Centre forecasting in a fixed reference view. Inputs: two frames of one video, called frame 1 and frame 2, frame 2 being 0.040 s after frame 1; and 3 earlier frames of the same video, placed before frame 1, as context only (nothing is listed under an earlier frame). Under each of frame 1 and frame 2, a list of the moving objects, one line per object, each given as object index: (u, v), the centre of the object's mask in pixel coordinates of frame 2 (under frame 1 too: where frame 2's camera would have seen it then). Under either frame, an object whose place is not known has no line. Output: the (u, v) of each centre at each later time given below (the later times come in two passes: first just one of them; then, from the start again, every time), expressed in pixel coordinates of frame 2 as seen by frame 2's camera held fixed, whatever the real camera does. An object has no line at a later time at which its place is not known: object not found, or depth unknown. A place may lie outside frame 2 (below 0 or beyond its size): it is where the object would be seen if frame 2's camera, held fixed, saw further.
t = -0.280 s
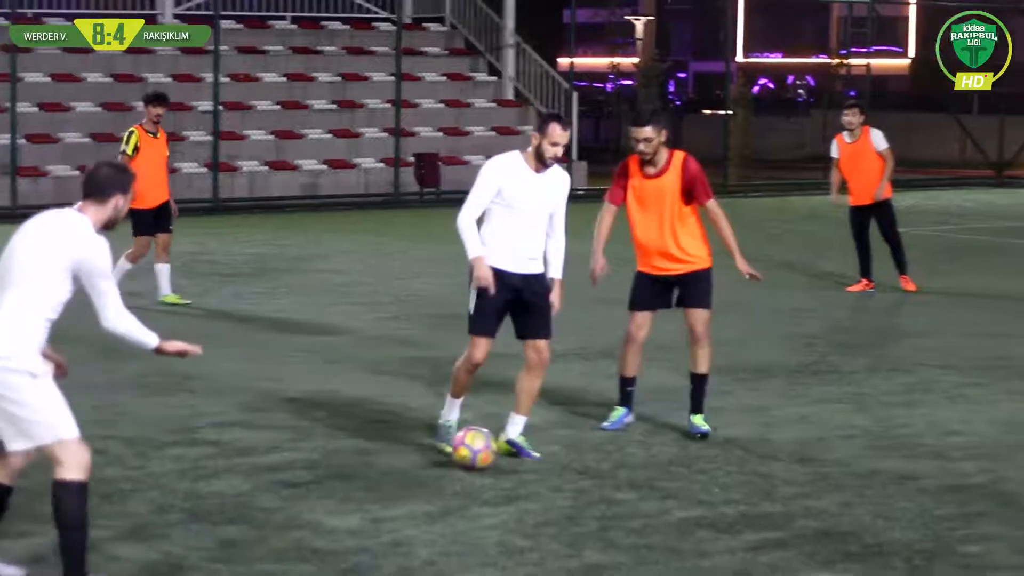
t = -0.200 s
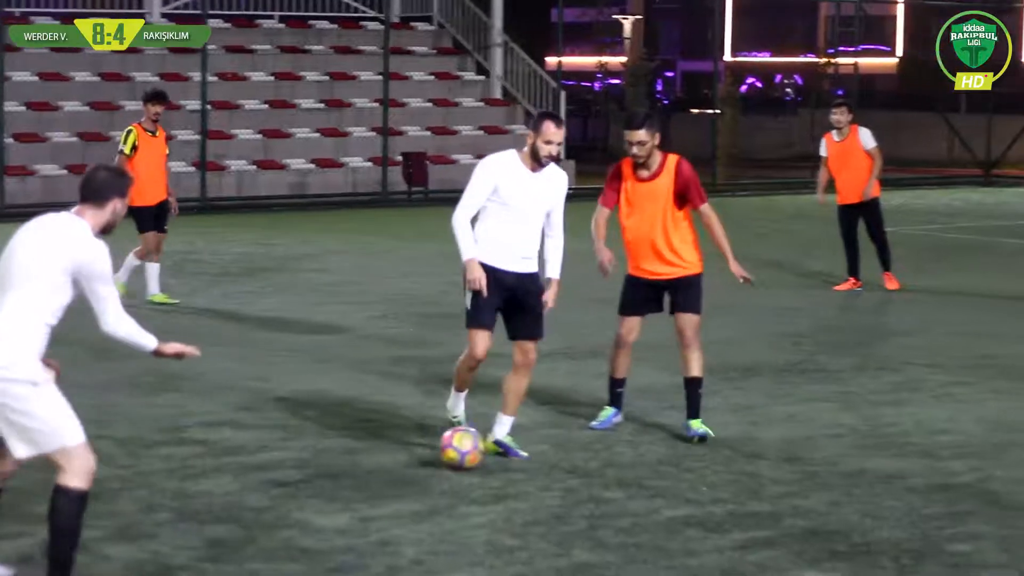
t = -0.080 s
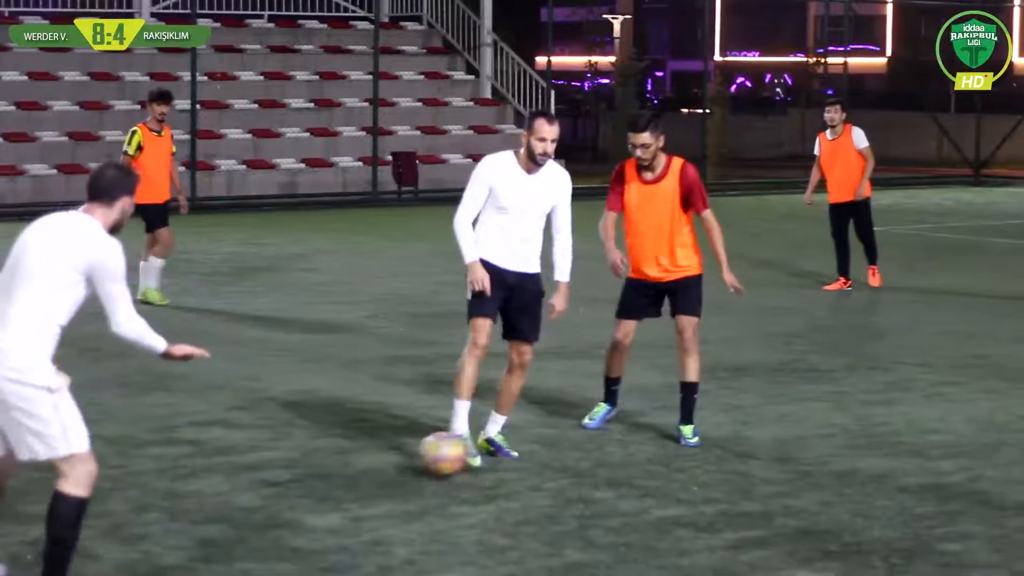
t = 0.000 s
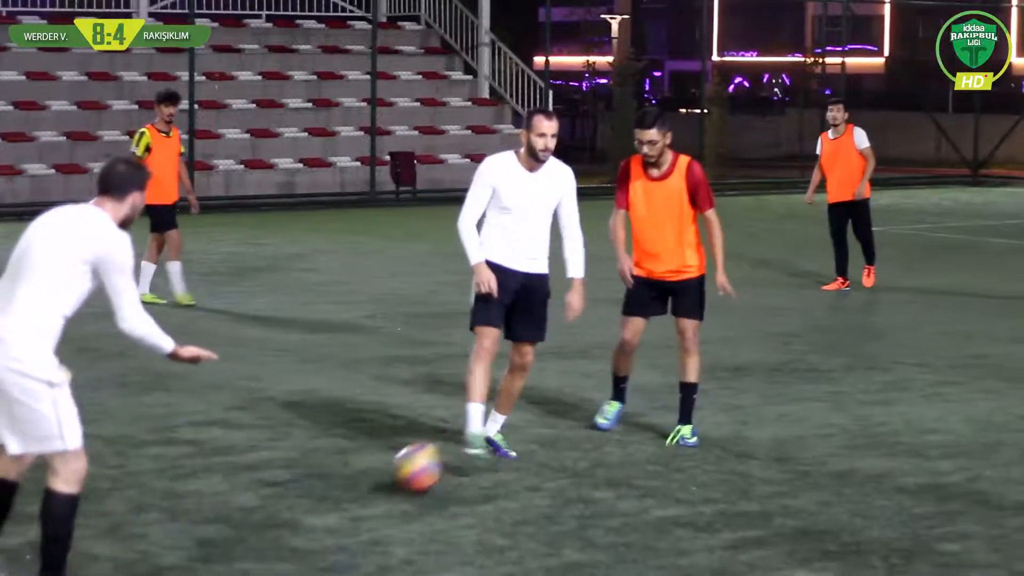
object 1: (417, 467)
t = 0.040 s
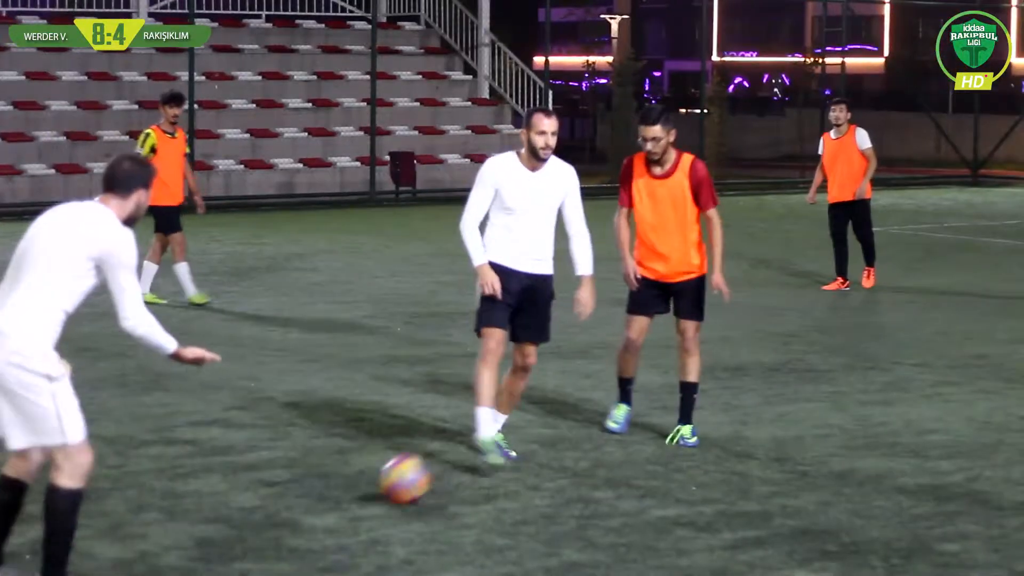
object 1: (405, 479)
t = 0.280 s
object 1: (332, 534)
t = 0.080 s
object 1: (393, 485)
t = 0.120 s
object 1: (381, 494)
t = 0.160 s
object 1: (368, 505)
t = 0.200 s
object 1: (357, 516)
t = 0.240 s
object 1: (345, 523)
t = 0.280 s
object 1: (332, 534)
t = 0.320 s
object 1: (321, 542)
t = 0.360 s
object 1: (310, 545)
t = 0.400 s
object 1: (298, 554)
